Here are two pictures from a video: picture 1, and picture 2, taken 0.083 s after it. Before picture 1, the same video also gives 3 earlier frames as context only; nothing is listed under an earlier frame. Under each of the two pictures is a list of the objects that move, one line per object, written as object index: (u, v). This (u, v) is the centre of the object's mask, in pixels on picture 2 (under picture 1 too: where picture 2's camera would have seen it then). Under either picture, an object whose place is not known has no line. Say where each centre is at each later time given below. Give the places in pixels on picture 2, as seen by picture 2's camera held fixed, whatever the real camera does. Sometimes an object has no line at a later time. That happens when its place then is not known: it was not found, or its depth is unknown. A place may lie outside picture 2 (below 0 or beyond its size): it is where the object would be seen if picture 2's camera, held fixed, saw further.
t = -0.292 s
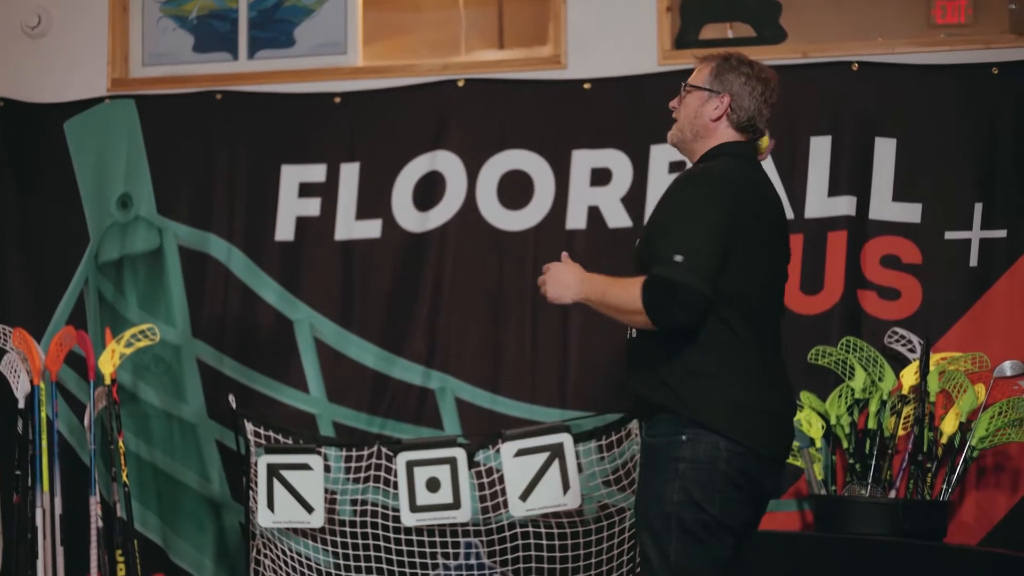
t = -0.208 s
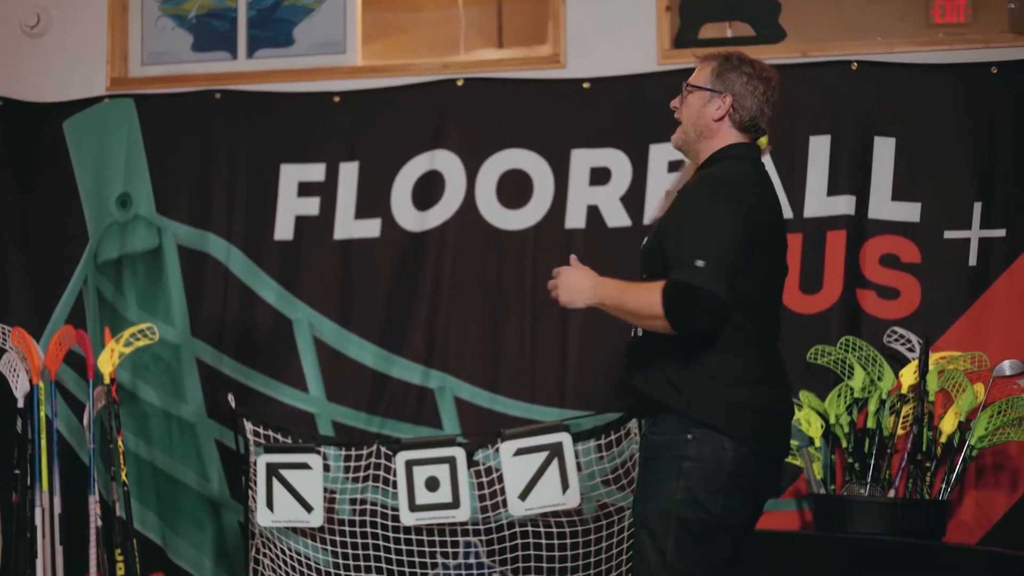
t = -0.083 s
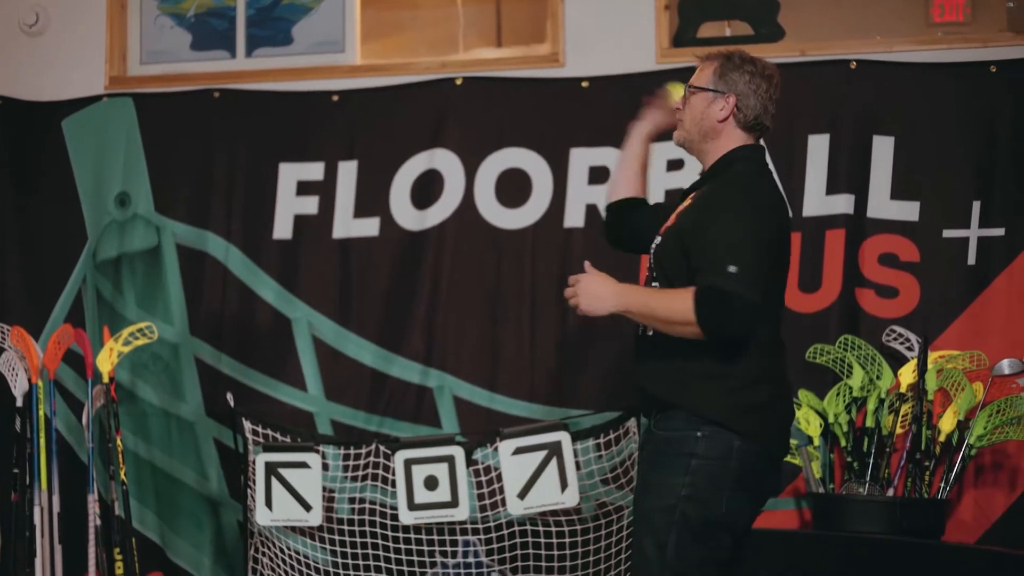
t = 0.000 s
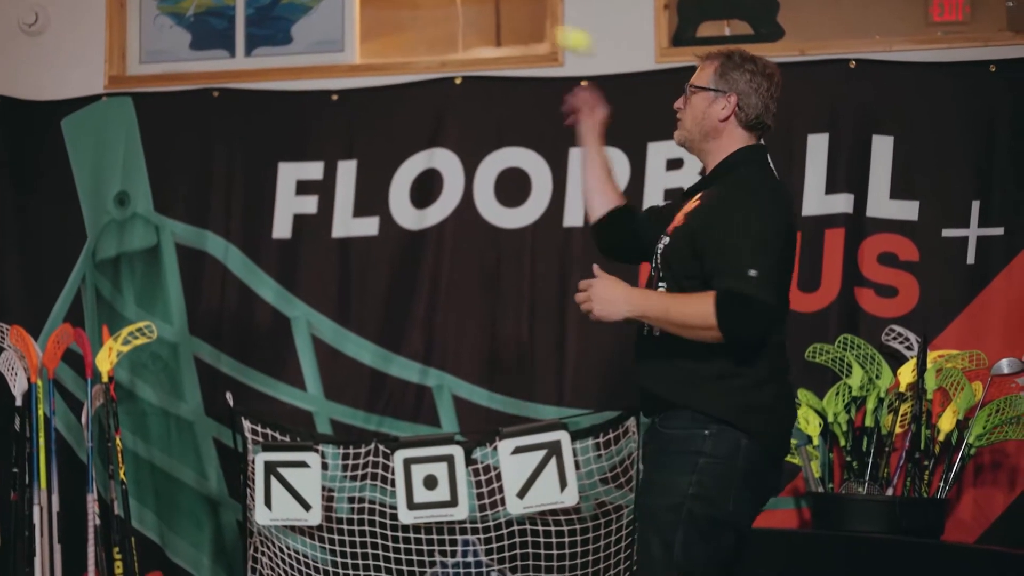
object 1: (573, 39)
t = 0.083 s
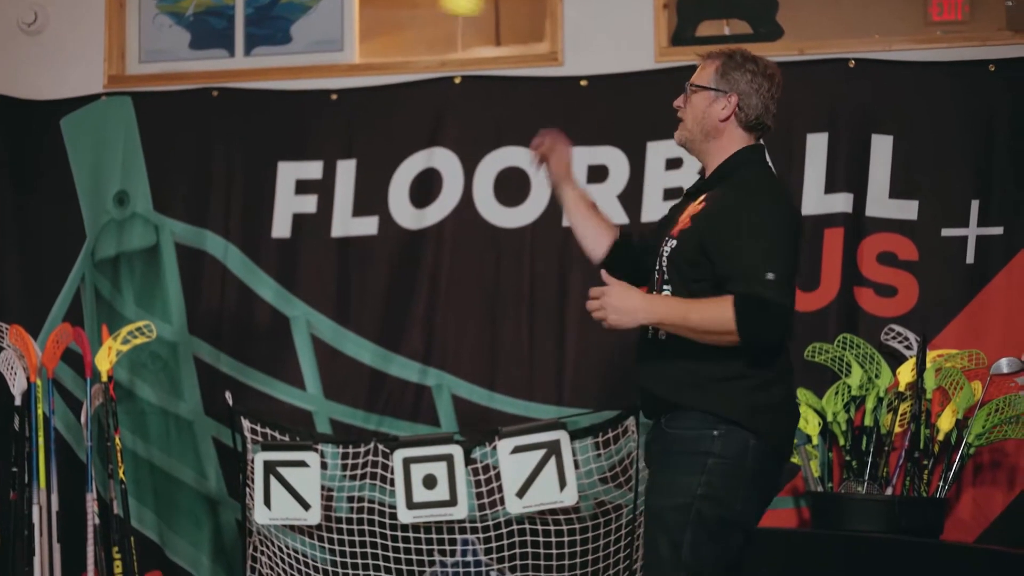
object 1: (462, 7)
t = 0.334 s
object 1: (111, 53)
